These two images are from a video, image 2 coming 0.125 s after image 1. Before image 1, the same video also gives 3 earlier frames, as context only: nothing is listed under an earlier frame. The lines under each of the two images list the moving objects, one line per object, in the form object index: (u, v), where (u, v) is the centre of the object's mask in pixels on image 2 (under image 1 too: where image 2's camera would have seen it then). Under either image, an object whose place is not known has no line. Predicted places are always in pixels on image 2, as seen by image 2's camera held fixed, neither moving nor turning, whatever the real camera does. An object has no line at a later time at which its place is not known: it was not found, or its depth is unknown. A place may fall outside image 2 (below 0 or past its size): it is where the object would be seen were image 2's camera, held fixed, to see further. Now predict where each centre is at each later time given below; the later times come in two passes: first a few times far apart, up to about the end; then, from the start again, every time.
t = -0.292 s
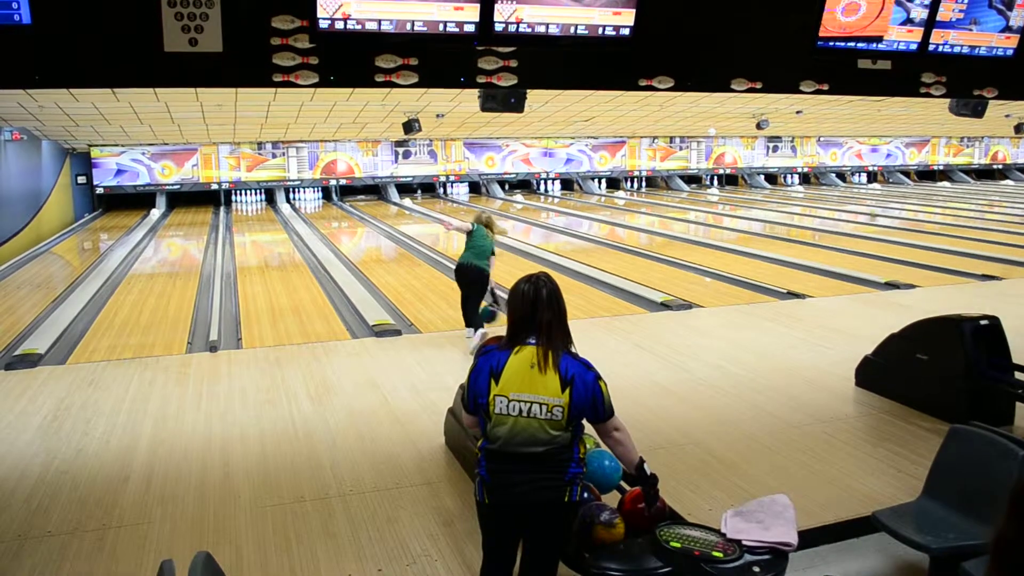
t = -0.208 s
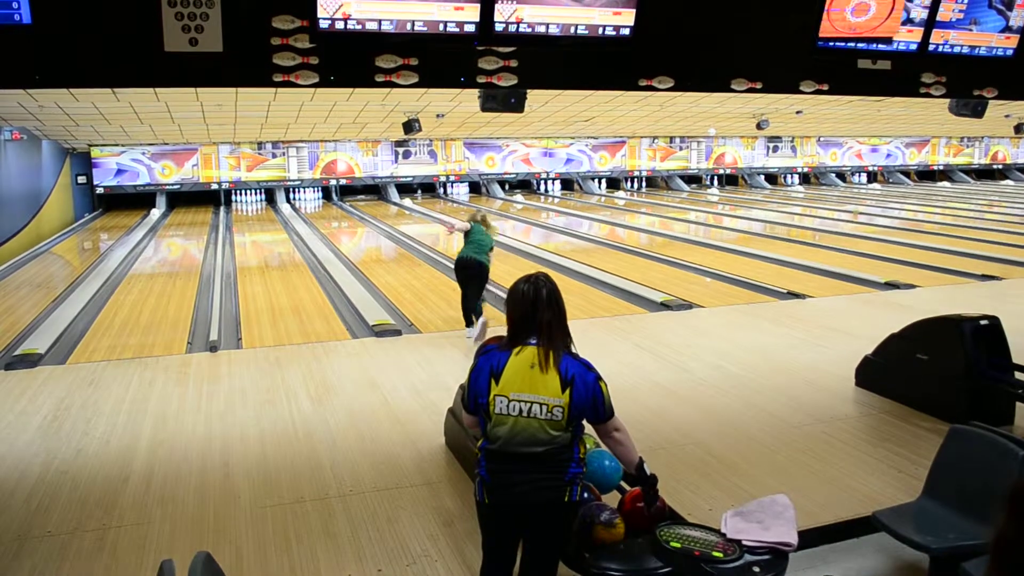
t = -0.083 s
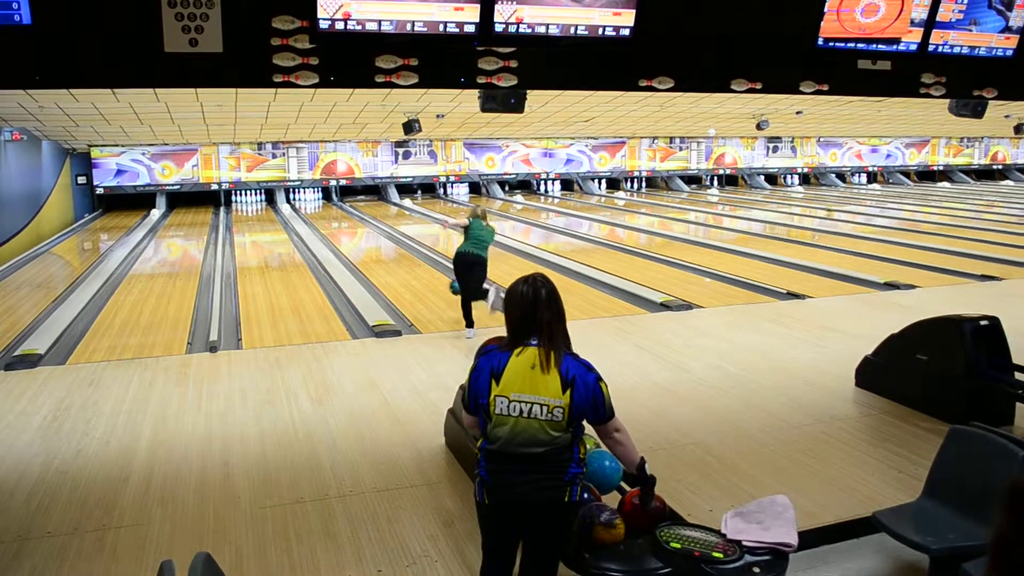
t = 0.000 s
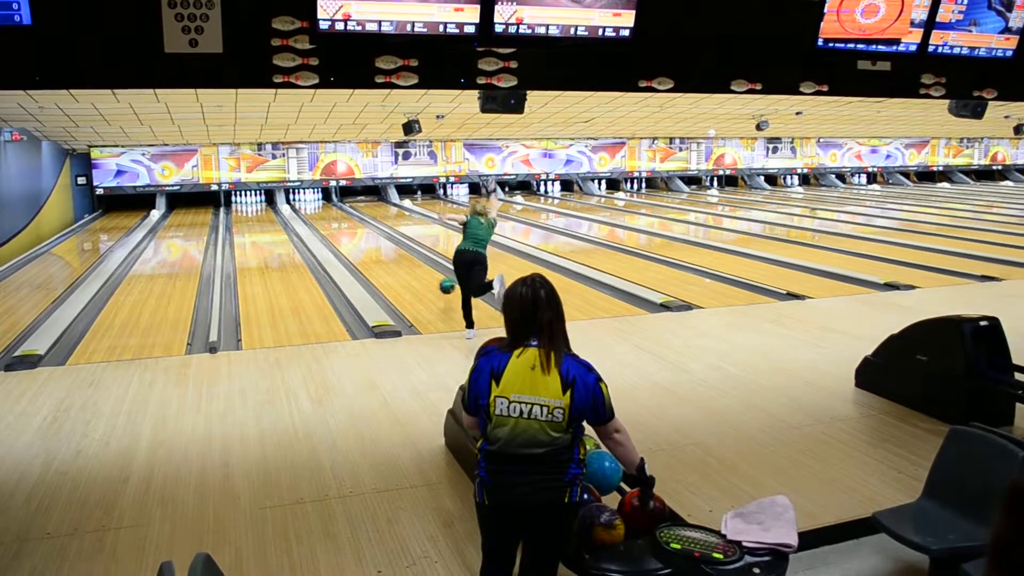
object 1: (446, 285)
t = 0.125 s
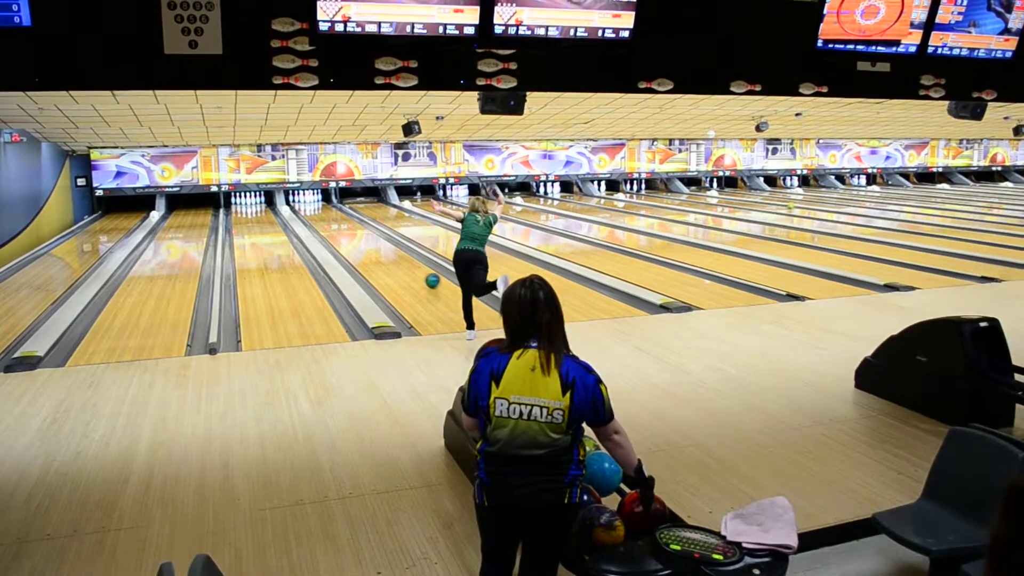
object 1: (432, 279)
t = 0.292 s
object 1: (416, 267)
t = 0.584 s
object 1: (394, 250)
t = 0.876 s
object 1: (377, 239)
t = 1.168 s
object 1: (363, 229)
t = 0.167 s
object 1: (428, 277)
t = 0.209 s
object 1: (424, 273)
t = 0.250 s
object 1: (420, 270)
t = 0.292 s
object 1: (416, 267)
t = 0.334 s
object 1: (413, 264)
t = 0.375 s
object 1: (409, 262)
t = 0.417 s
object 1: (406, 260)
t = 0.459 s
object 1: (403, 258)
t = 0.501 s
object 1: (400, 256)
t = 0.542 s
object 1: (397, 253)
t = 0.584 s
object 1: (394, 250)
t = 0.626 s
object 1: (391, 249)
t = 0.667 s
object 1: (389, 247)
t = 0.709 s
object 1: (386, 245)
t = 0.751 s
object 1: (384, 244)
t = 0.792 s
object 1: (381, 242)
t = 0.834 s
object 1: (379, 240)
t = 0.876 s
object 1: (377, 239)
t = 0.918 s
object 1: (375, 237)
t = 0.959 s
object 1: (372, 235)
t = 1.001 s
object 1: (371, 234)
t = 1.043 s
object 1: (368, 233)
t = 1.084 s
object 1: (366, 232)
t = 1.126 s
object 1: (365, 230)
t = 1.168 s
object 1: (363, 229)
